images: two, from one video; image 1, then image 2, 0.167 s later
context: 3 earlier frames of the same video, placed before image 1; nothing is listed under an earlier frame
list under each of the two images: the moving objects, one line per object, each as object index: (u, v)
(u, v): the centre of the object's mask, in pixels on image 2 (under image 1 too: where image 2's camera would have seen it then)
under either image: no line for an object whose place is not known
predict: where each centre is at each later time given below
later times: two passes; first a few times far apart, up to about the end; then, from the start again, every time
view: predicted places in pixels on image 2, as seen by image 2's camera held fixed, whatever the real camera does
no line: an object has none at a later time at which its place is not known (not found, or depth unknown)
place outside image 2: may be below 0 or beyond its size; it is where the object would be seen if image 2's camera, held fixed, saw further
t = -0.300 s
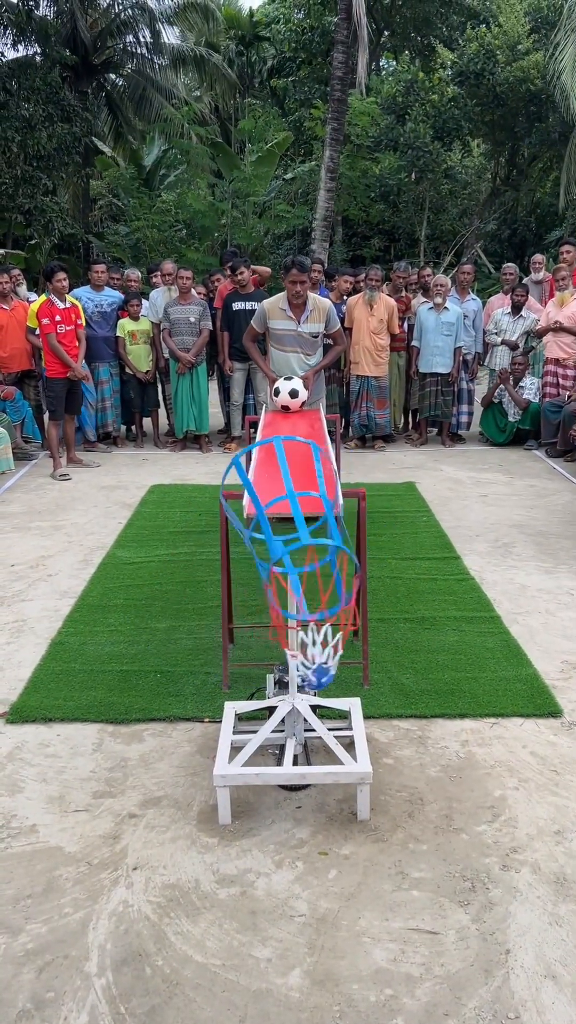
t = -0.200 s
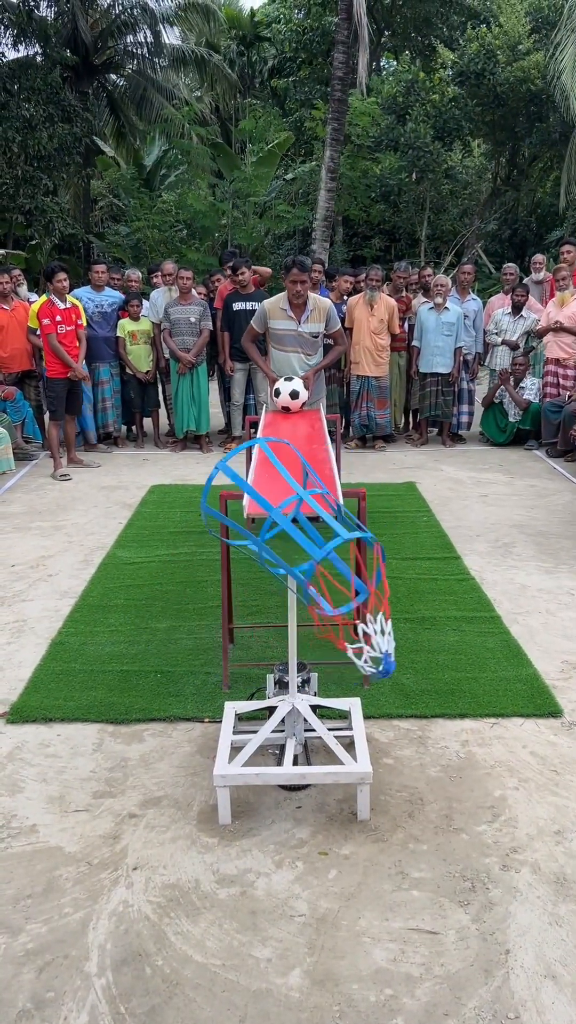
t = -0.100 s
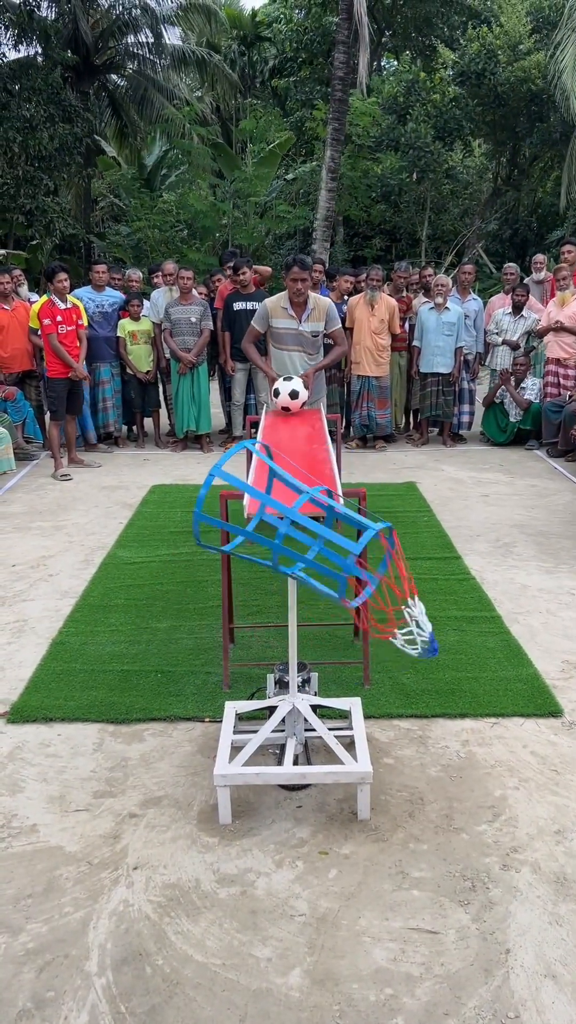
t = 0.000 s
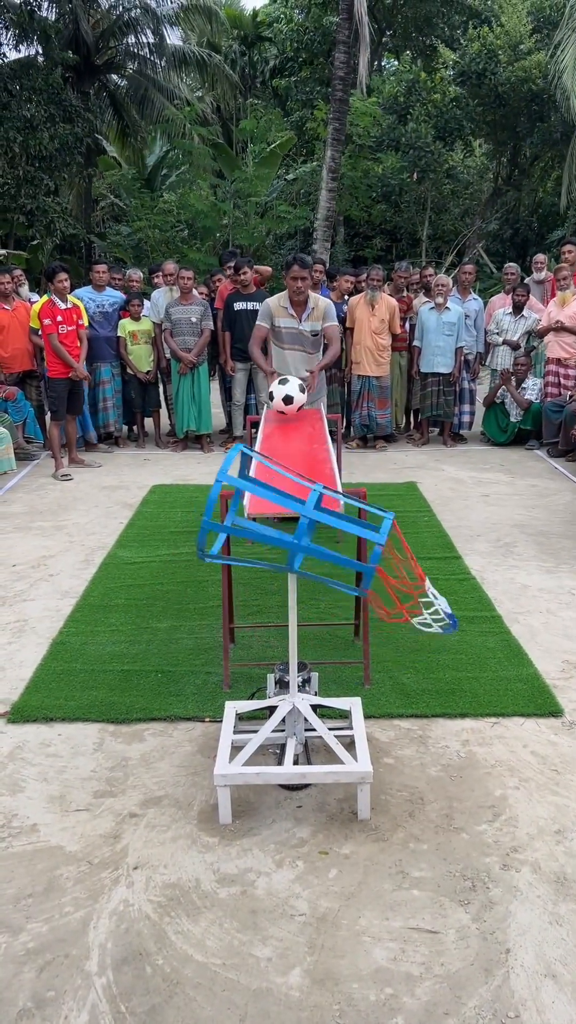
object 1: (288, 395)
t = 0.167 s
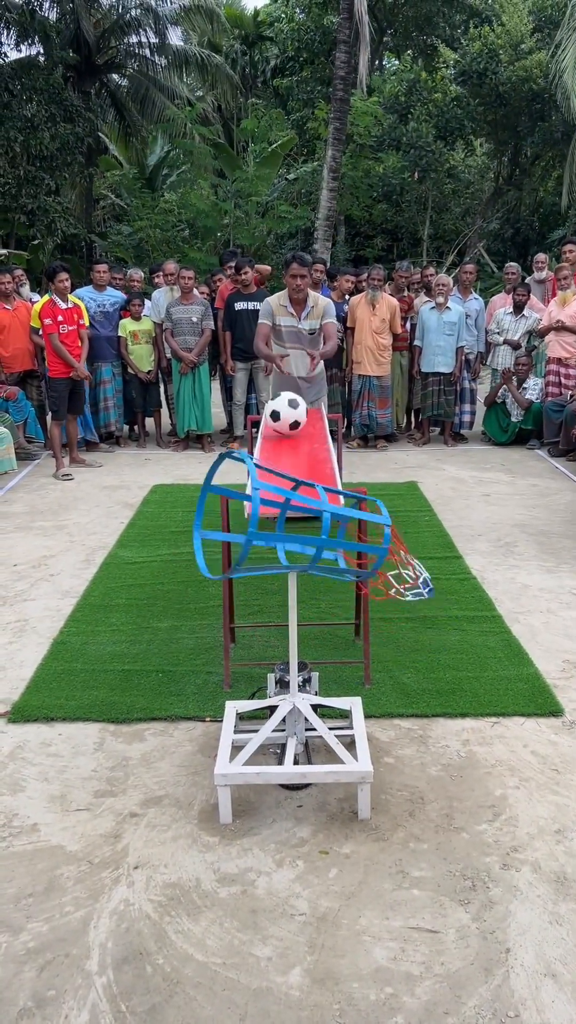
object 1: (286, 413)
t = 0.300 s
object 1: (285, 424)
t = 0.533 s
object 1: (286, 444)
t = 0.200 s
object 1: (286, 416)
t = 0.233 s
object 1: (285, 421)
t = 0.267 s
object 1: (285, 422)
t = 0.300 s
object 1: (285, 424)
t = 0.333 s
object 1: (286, 429)
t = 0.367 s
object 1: (286, 430)
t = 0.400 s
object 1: (286, 433)
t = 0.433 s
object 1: (286, 435)
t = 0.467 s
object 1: (286, 438)
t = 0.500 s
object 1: (286, 441)
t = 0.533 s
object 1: (286, 444)
